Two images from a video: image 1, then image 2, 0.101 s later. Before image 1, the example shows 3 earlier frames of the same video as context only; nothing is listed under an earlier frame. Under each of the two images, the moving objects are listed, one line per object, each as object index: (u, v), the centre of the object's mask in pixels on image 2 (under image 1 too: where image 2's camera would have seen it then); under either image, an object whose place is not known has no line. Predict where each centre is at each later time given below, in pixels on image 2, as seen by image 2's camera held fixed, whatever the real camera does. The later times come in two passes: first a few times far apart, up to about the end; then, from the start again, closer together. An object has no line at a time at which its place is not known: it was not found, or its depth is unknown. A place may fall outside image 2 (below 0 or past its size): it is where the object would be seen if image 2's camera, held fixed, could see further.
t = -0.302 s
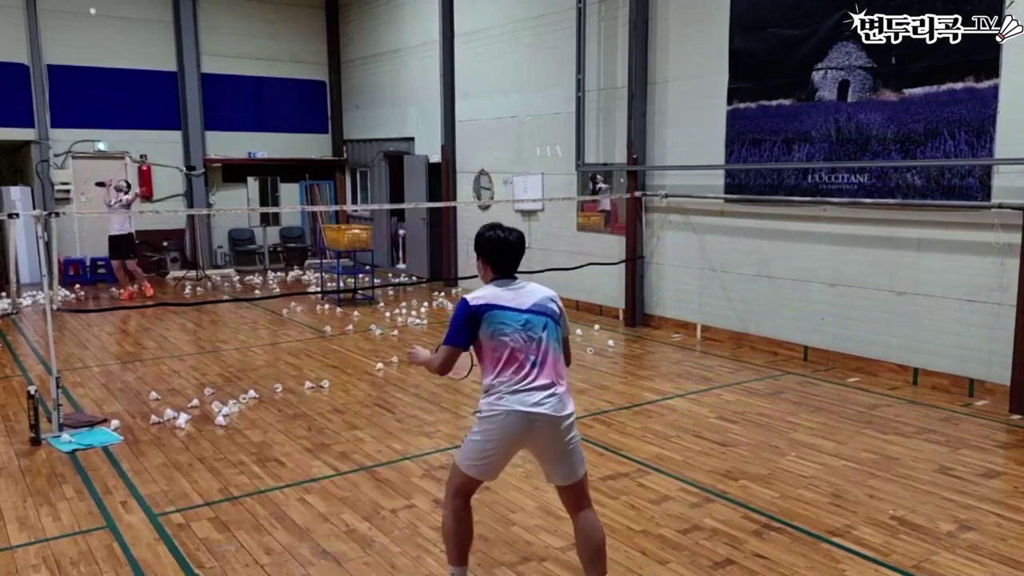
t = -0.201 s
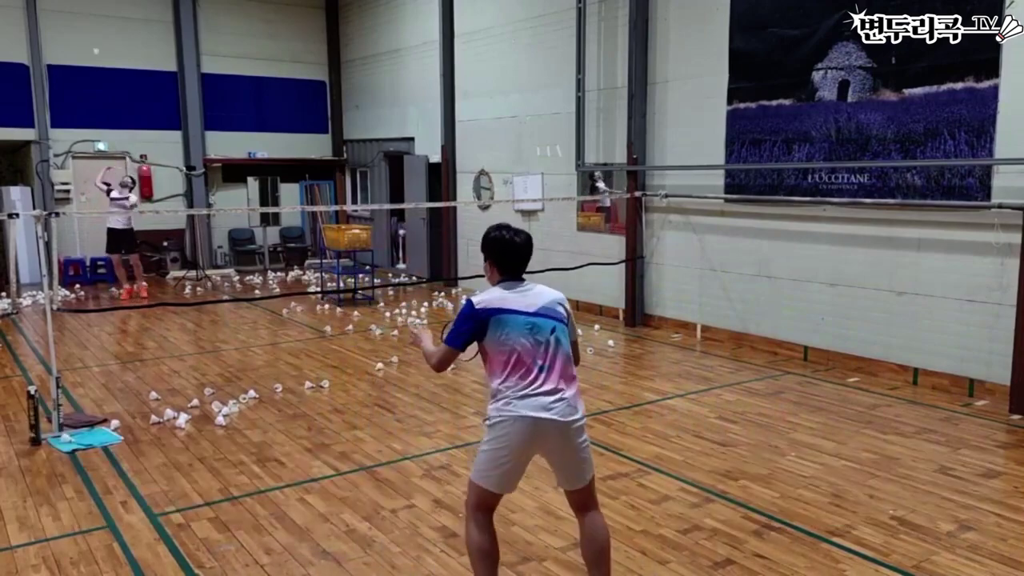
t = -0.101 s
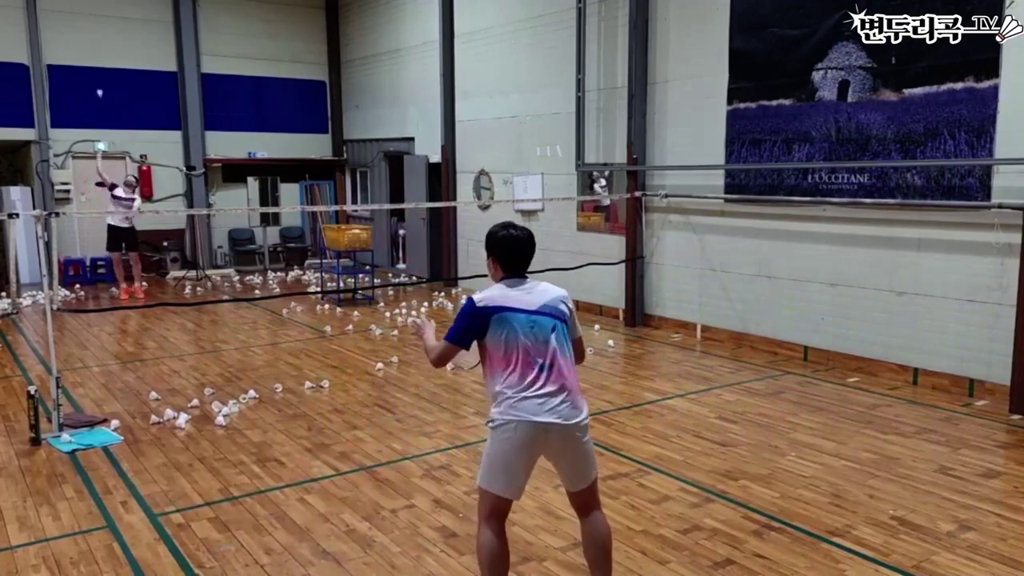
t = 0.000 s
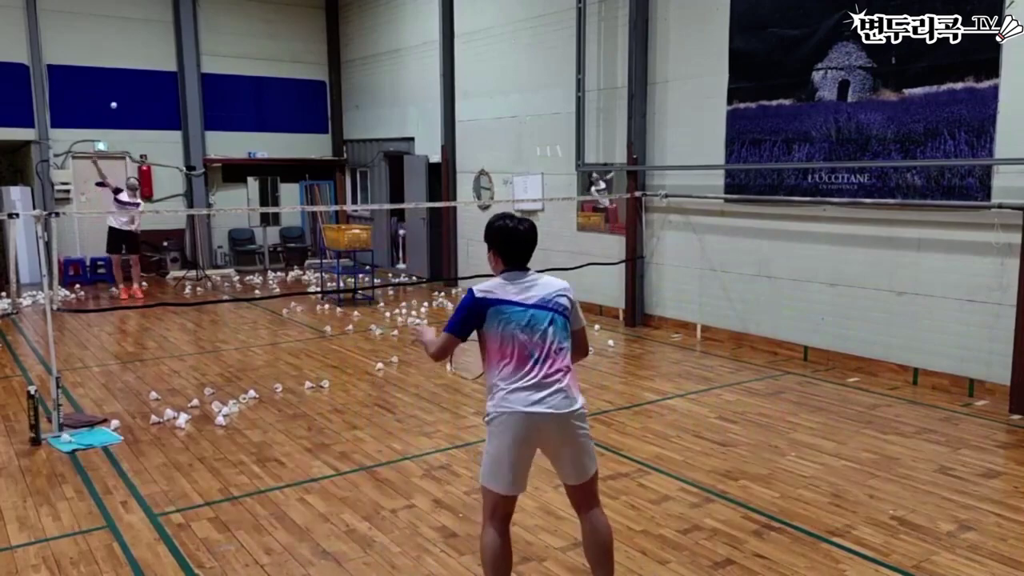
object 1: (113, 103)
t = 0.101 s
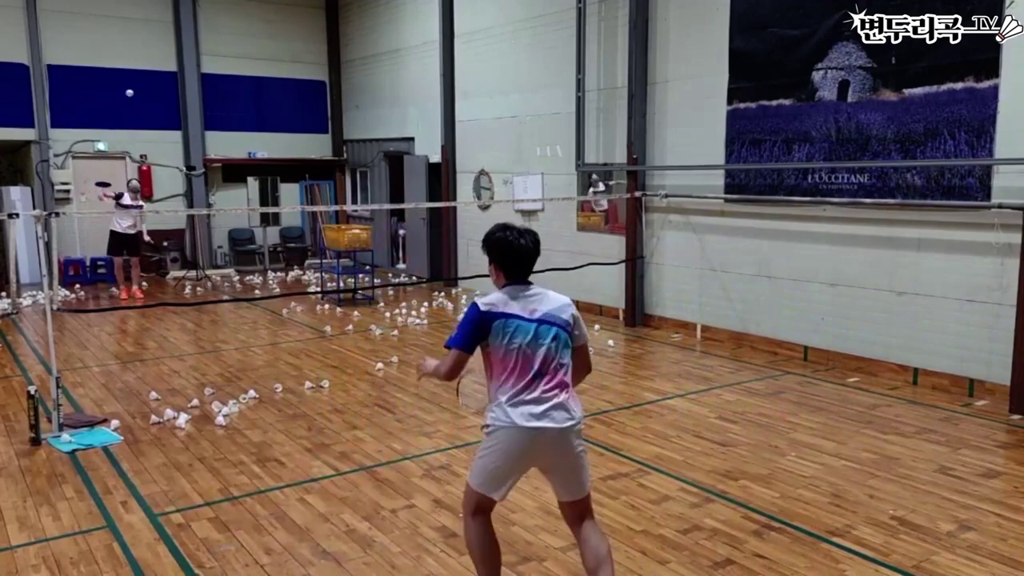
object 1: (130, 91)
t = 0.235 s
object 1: (152, 89)
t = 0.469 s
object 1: (191, 133)
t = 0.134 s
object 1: (132, 90)
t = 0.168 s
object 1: (140, 88)
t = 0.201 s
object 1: (147, 88)
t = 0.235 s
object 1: (152, 89)
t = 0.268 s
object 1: (157, 92)
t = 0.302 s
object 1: (162, 94)
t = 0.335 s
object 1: (167, 99)
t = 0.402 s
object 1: (179, 113)
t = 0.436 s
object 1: (185, 122)
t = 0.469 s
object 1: (191, 133)
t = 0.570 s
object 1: (210, 174)
